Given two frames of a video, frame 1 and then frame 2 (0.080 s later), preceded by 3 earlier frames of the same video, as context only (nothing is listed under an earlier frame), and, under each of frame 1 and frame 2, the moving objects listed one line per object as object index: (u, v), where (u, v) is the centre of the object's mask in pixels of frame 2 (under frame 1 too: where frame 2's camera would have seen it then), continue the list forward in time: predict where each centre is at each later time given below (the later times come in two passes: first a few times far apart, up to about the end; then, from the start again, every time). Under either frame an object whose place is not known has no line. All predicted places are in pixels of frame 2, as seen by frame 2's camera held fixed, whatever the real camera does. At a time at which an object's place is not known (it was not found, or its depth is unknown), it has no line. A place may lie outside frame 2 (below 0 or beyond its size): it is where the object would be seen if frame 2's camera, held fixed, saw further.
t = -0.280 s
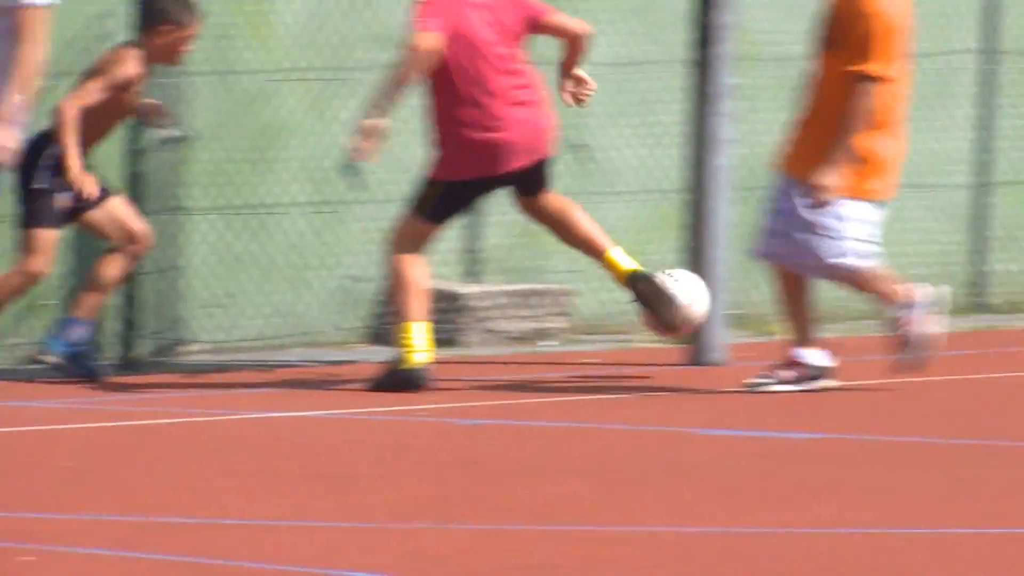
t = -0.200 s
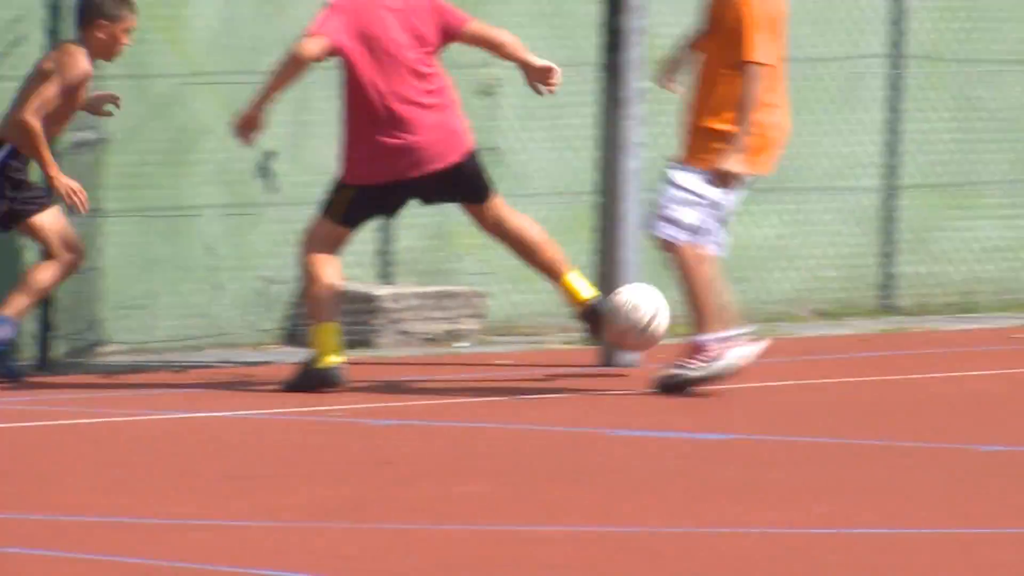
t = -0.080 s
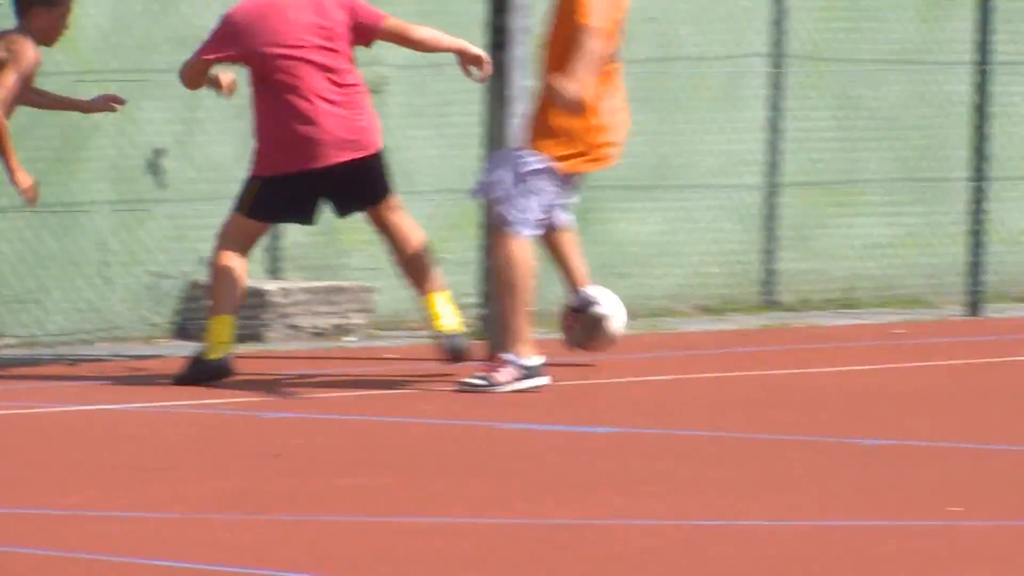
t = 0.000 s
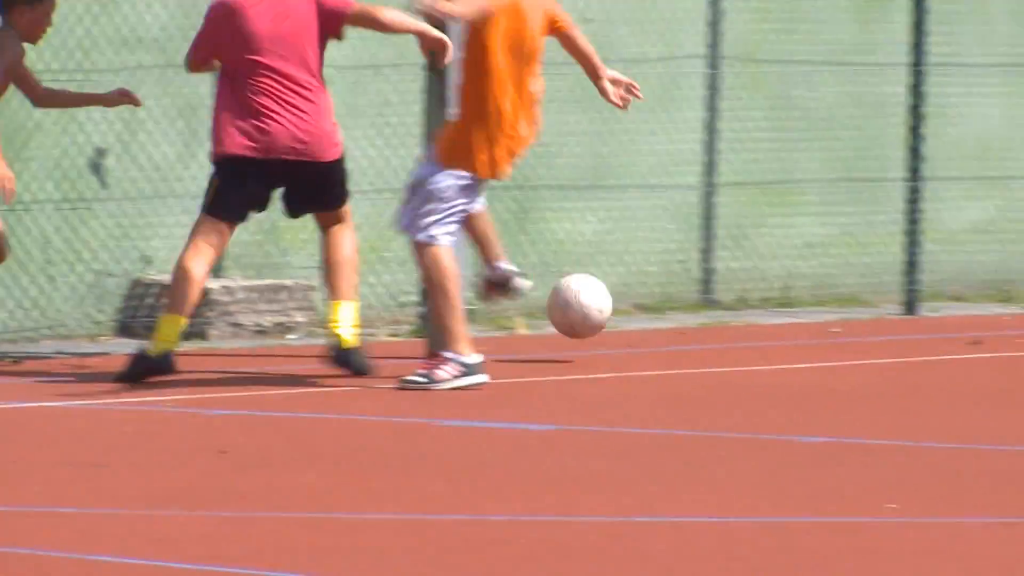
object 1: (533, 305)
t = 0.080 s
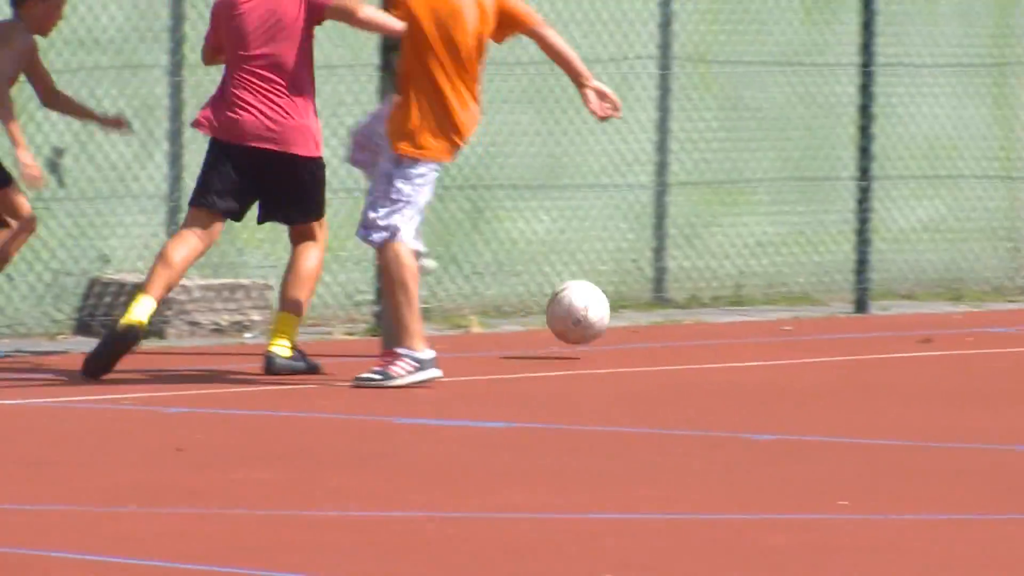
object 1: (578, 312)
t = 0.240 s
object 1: (666, 307)
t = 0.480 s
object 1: (790, 308)
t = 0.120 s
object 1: (599, 322)
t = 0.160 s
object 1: (621, 320)
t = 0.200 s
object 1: (644, 311)
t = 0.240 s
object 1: (666, 307)
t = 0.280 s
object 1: (687, 308)
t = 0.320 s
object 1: (709, 315)
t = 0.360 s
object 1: (730, 321)
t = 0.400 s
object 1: (750, 313)
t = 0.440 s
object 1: (770, 309)
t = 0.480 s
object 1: (790, 308)
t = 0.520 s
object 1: (811, 312)
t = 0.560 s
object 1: (831, 314)
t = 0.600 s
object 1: (852, 308)
